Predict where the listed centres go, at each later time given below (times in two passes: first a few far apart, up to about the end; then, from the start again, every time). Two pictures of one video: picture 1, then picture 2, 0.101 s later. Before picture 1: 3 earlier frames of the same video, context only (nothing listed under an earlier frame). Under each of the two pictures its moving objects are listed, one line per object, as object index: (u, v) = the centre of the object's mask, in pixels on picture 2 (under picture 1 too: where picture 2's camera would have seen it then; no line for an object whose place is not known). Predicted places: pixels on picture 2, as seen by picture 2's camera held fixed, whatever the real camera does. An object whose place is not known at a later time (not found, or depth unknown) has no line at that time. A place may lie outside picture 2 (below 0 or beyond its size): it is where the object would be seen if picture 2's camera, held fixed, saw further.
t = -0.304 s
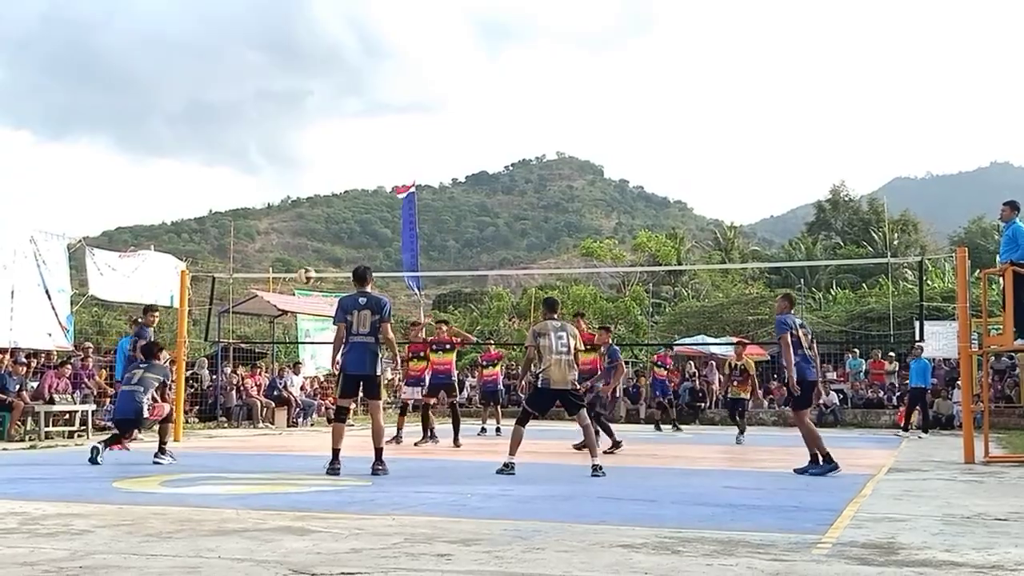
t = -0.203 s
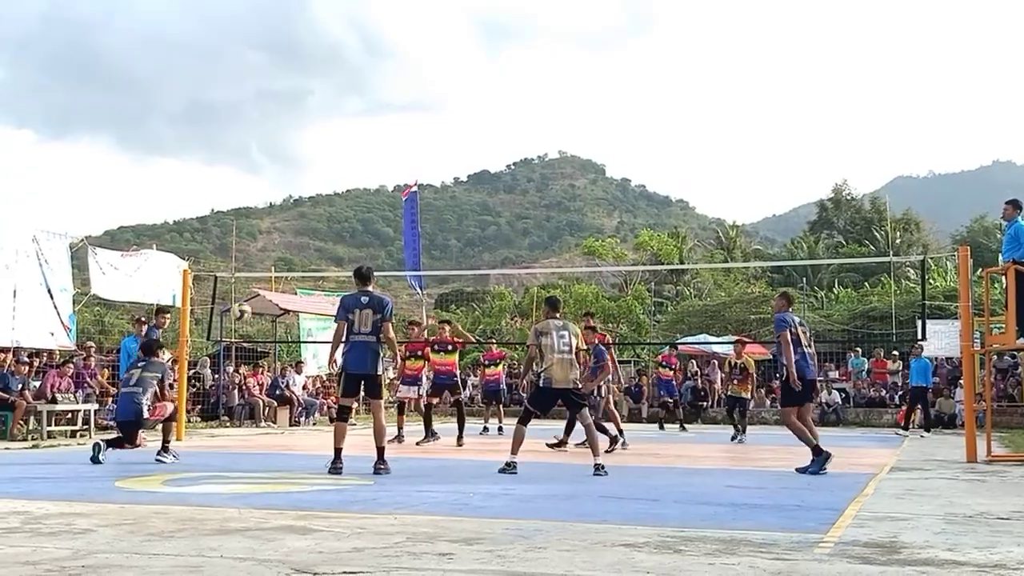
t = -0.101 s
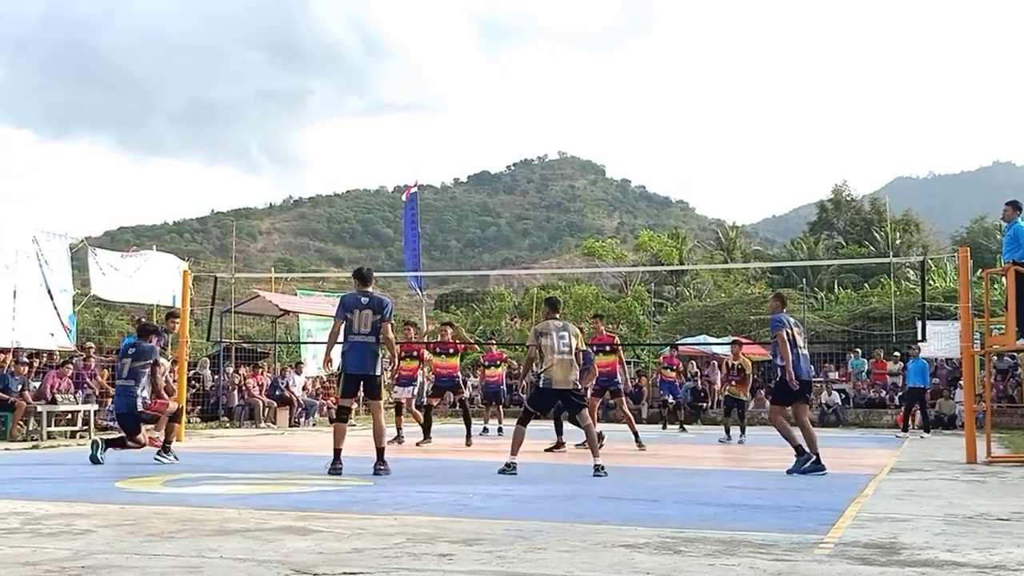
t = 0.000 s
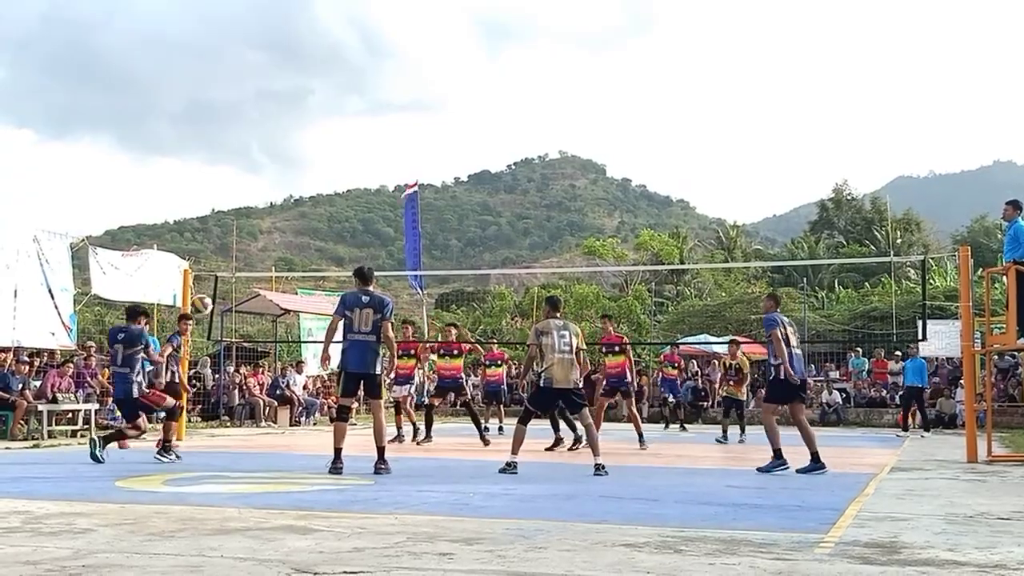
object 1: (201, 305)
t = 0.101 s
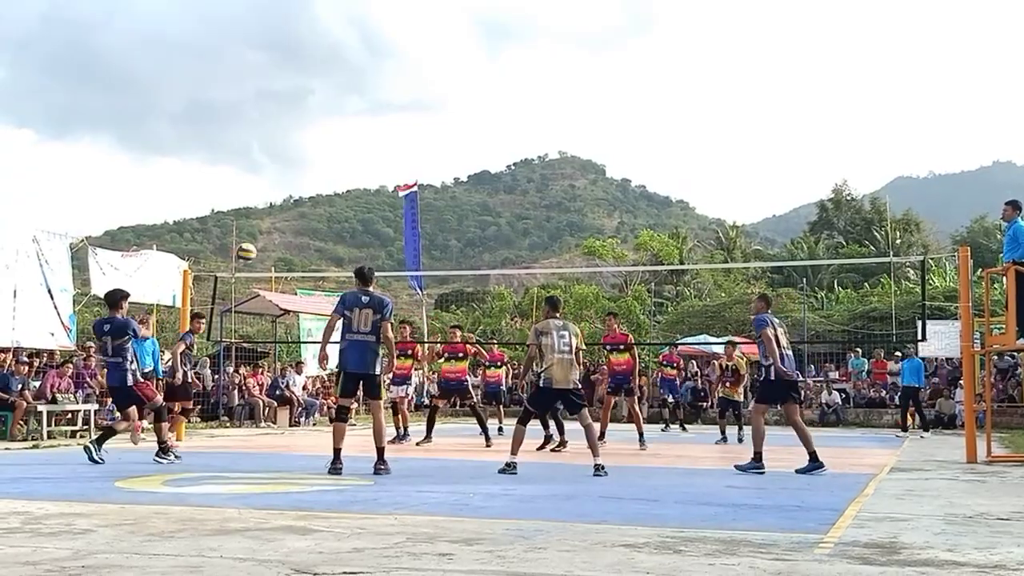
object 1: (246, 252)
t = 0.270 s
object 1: (312, 194)
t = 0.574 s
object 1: (413, 163)
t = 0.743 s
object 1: (460, 178)
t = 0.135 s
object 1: (260, 238)
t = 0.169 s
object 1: (274, 225)
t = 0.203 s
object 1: (287, 214)
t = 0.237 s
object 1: (300, 204)
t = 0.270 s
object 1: (312, 194)
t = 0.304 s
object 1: (325, 186)
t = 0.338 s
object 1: (336, 180)
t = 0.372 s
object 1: (349, 174)
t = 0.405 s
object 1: (360, 170)
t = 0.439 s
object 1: (371, 166)
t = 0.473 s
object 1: (382, 164)
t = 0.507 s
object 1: (393, 163)
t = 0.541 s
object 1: (403, 162)
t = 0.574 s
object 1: (413, 163)
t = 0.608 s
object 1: (423, 164)
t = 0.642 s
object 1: (433, 166)
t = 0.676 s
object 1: (442, 169)
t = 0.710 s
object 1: (451, 173)
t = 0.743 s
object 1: (460, 178)
